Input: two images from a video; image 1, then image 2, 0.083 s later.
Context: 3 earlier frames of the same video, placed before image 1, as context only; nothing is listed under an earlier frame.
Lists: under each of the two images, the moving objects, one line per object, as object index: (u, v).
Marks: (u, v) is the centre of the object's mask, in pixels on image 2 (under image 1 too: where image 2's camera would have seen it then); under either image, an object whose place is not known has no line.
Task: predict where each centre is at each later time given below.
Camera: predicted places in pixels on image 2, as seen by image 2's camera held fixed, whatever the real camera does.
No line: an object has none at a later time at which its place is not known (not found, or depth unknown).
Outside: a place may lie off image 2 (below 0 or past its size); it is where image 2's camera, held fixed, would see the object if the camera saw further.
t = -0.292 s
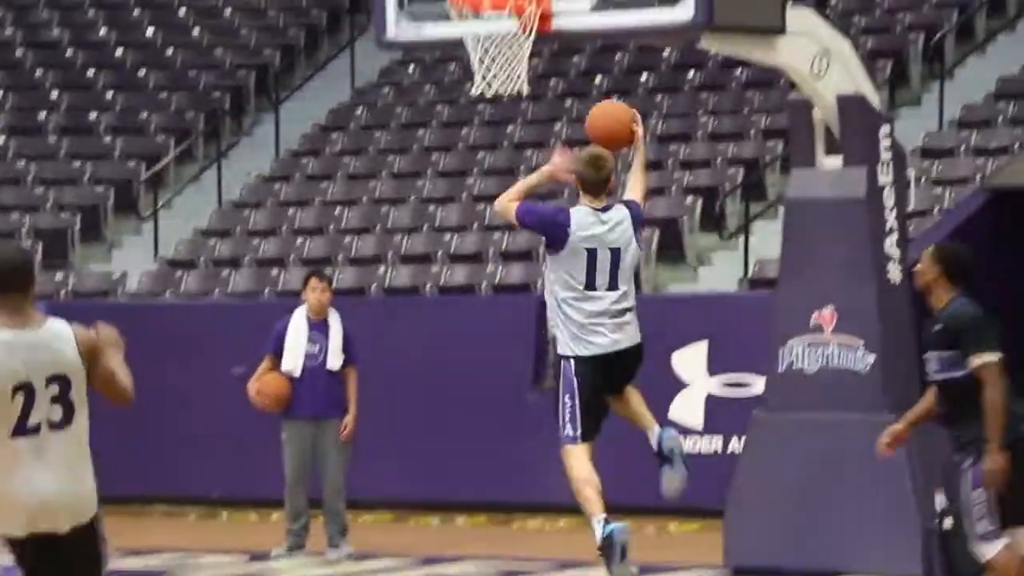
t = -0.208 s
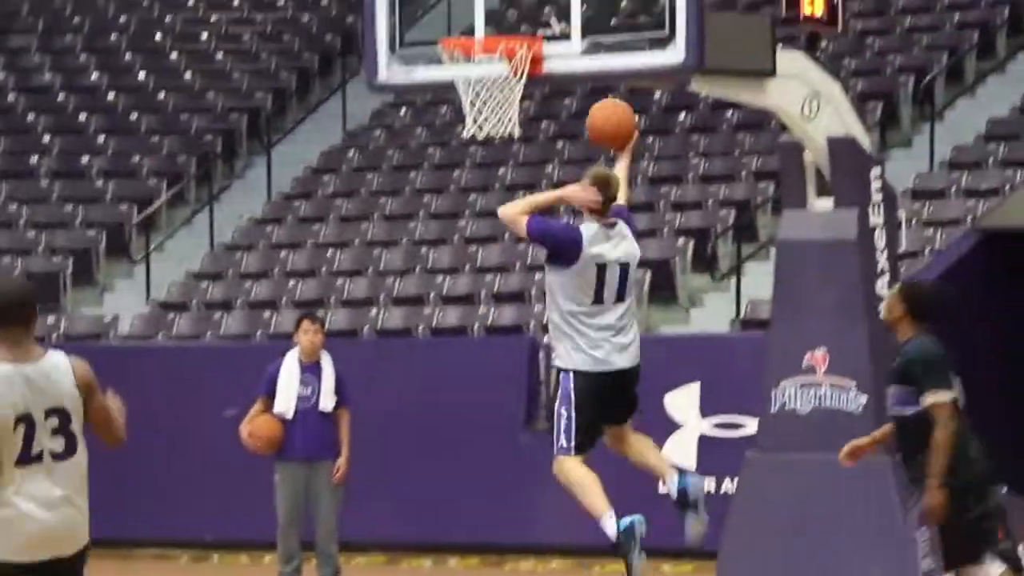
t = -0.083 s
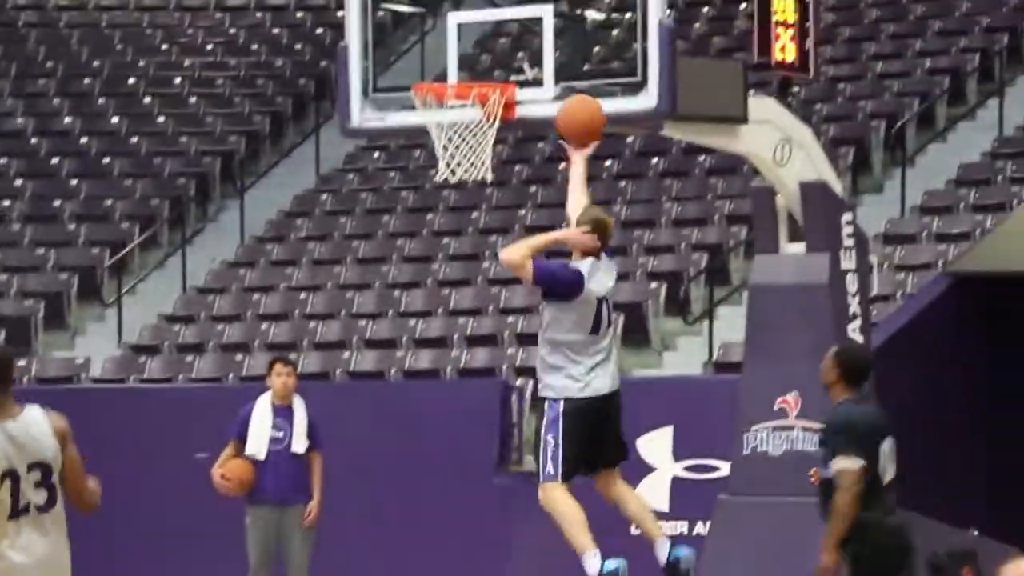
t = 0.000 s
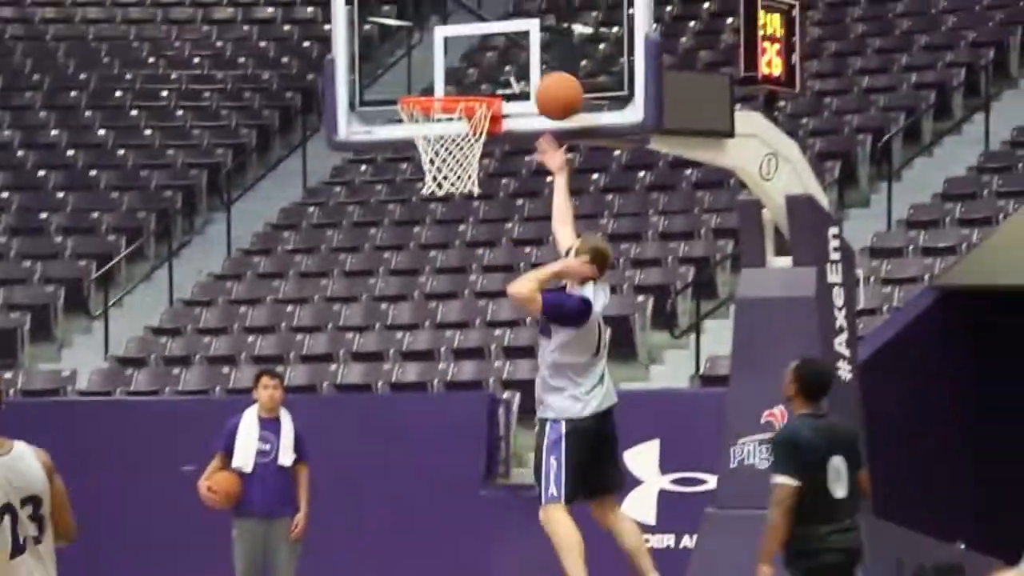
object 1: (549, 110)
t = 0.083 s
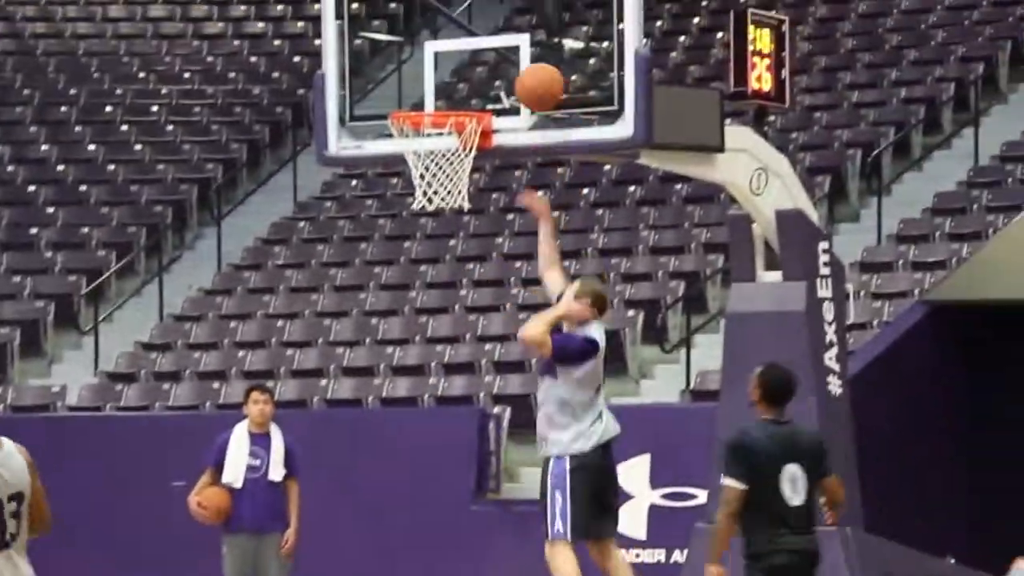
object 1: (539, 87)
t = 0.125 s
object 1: (535, 79)
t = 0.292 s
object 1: (500, 66)
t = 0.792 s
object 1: (447, 128)
